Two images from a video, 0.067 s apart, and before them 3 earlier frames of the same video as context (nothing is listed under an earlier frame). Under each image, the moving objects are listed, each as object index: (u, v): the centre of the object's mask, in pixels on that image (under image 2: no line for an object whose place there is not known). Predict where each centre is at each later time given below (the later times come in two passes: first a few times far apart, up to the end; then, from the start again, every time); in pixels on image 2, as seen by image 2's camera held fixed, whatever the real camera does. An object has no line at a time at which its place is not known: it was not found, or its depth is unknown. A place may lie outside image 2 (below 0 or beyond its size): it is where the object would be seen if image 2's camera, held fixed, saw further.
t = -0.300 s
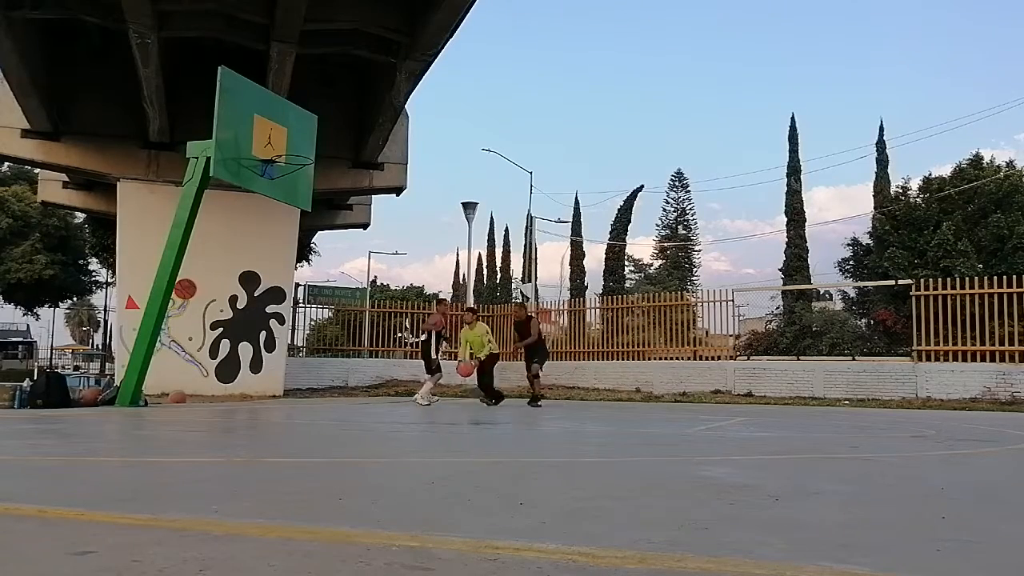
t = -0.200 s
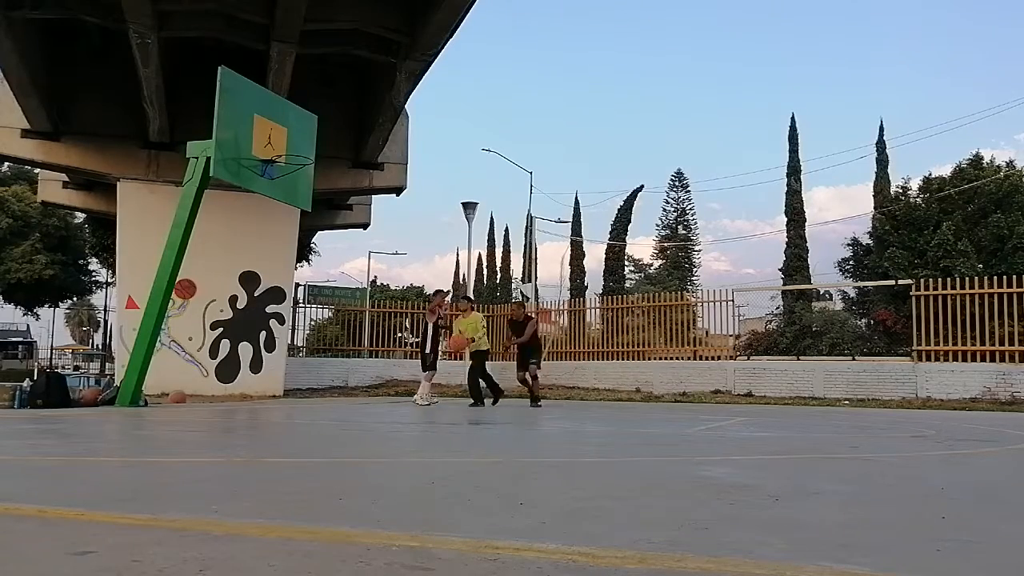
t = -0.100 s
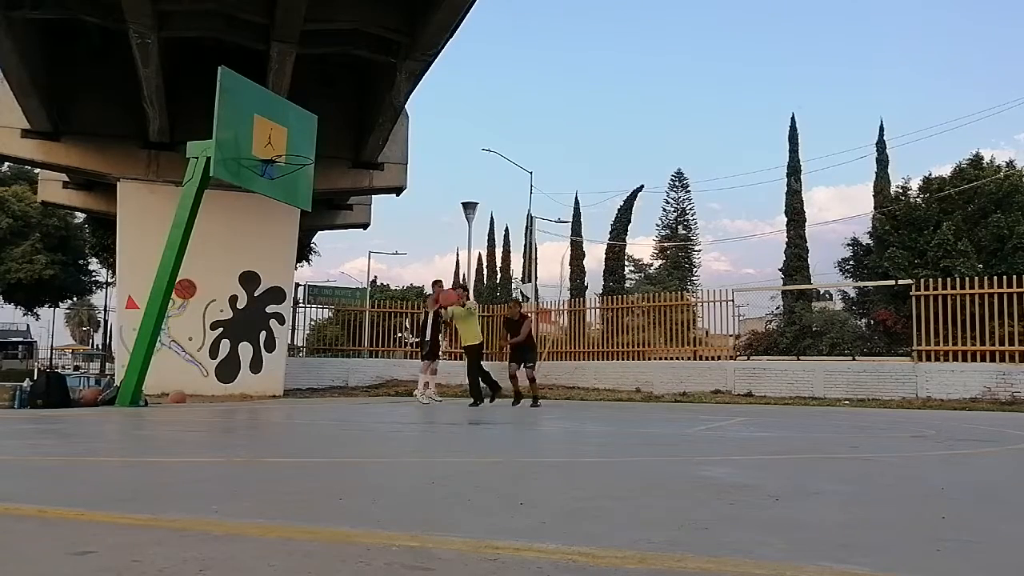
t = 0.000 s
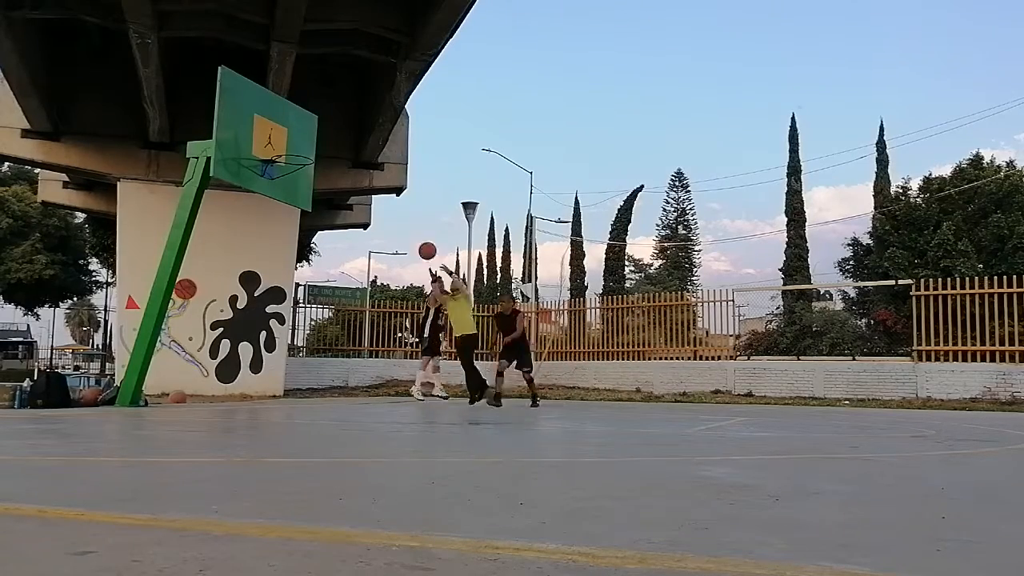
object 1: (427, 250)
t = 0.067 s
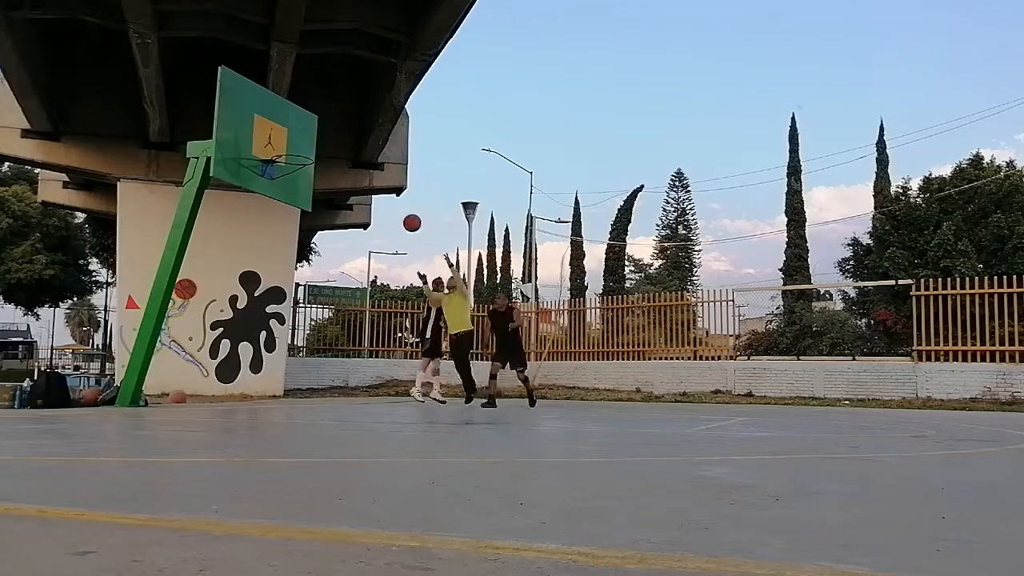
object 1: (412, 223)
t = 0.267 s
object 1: (365, 157)
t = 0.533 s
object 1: (310, 114)
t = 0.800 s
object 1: (328, 137)
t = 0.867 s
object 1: (332, 153)
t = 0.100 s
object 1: (404, 210)
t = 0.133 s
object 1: (395, 197)
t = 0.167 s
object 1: (389, 185)
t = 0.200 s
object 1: (381, 175)
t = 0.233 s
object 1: (373, 165)
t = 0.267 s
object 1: (365, 157)
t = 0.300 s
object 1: (357, 147)
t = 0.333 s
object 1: (349, 141)
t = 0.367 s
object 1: (341, 134)
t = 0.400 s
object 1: (333, 128)
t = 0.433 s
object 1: (324, 122)
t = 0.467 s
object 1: (316, 118)
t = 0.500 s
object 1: (309, 115)
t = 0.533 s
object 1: (310, 114)
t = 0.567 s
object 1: (313, 114)
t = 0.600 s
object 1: (315, 115)
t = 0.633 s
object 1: (317, 116)
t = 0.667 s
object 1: (319, 119)
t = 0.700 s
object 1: (322, 122)
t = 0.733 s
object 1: (323, 126)
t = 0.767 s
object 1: (326, 131)
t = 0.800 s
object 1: (328, 137)
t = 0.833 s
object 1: (330, 144)
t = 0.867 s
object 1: (332, 153)
